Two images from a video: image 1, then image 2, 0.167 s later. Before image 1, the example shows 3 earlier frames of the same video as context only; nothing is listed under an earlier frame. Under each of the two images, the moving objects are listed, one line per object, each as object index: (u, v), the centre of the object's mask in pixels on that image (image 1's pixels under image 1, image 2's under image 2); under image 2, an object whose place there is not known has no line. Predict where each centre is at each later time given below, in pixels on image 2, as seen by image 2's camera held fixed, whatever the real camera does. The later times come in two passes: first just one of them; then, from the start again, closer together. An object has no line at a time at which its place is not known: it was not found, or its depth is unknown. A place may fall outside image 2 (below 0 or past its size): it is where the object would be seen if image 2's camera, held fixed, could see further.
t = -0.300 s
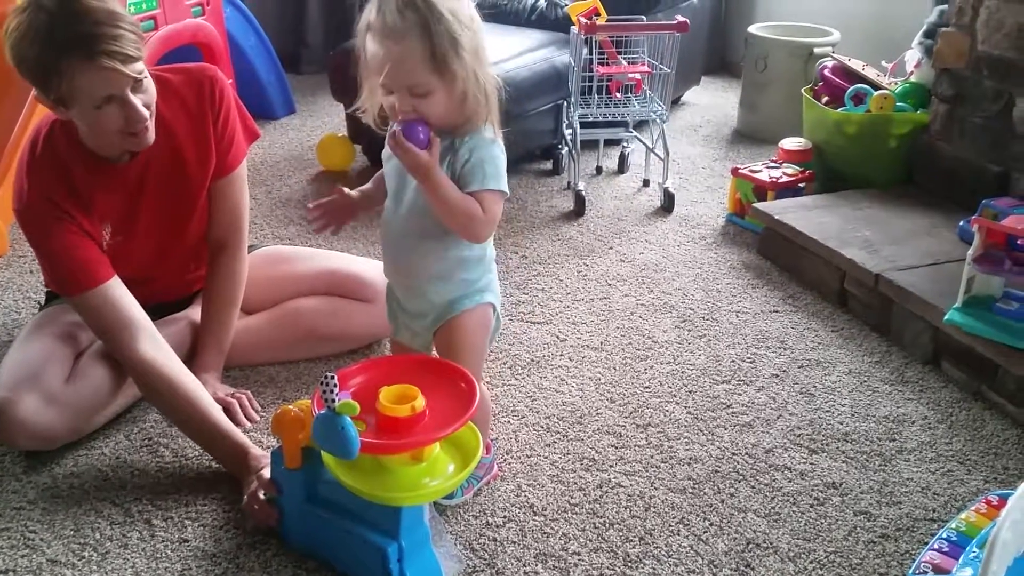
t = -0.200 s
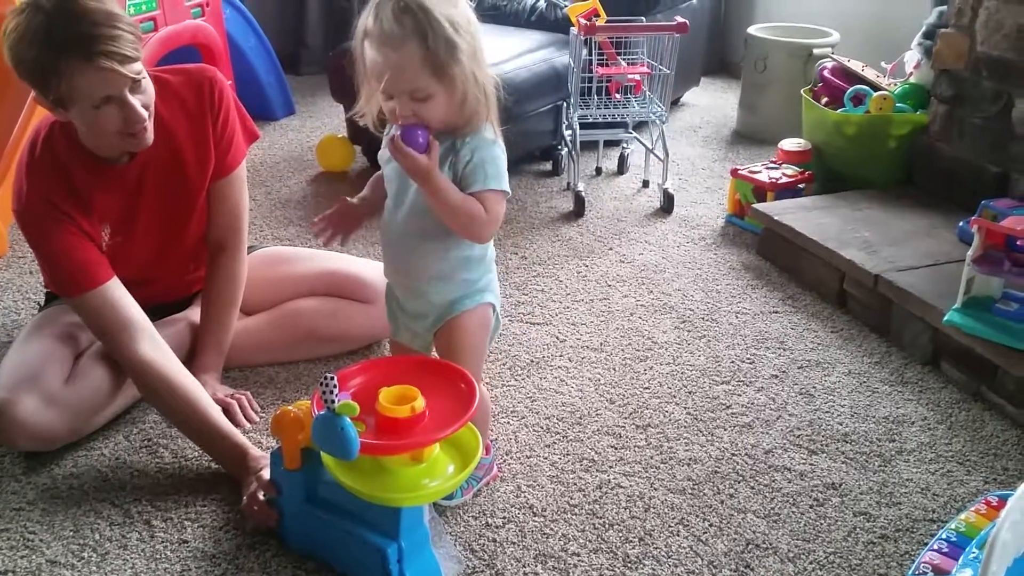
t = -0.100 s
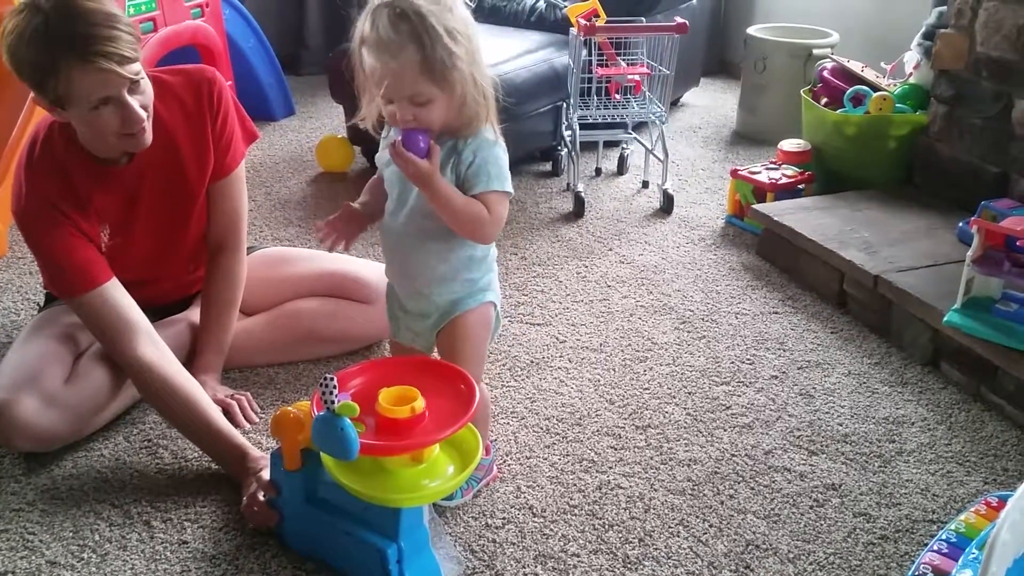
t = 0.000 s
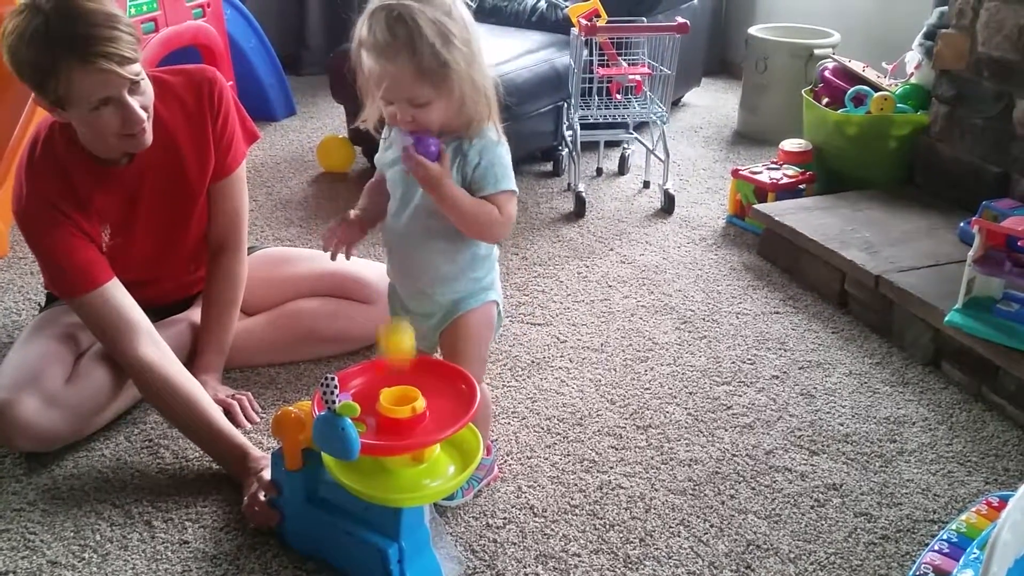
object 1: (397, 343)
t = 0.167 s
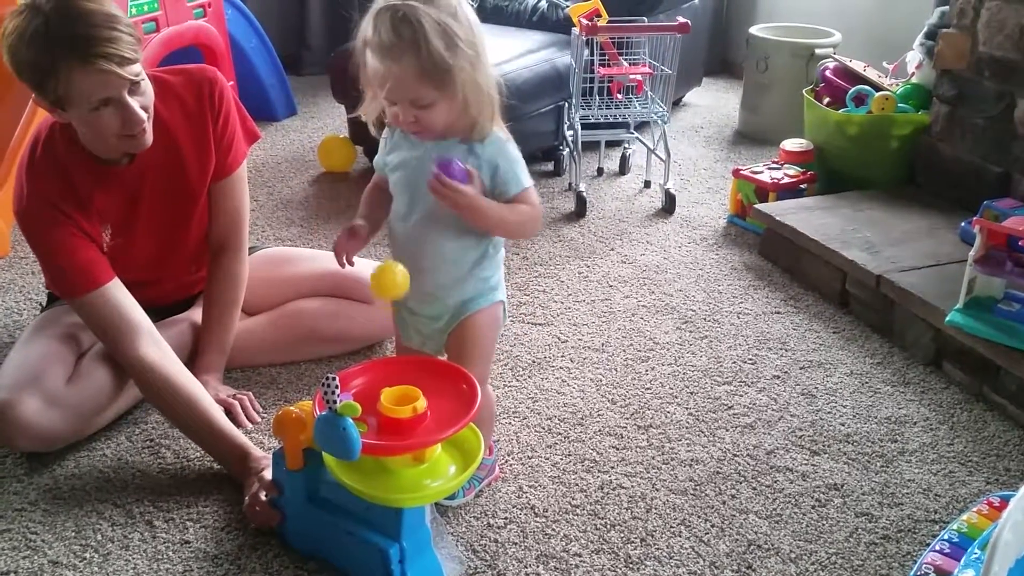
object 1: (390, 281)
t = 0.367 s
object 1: (432, 370)
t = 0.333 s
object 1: (400, 377)
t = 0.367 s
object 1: (432, 370)
